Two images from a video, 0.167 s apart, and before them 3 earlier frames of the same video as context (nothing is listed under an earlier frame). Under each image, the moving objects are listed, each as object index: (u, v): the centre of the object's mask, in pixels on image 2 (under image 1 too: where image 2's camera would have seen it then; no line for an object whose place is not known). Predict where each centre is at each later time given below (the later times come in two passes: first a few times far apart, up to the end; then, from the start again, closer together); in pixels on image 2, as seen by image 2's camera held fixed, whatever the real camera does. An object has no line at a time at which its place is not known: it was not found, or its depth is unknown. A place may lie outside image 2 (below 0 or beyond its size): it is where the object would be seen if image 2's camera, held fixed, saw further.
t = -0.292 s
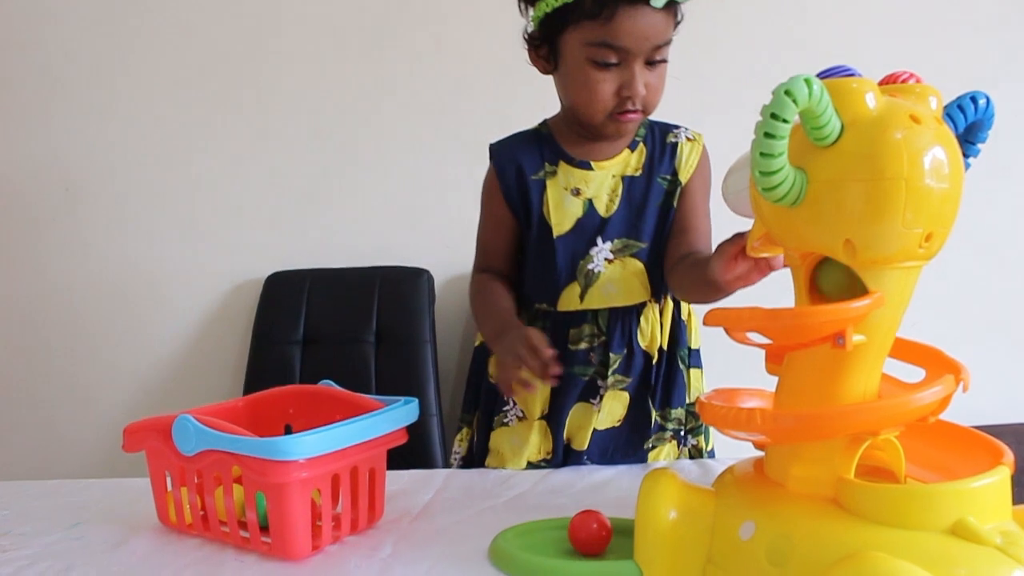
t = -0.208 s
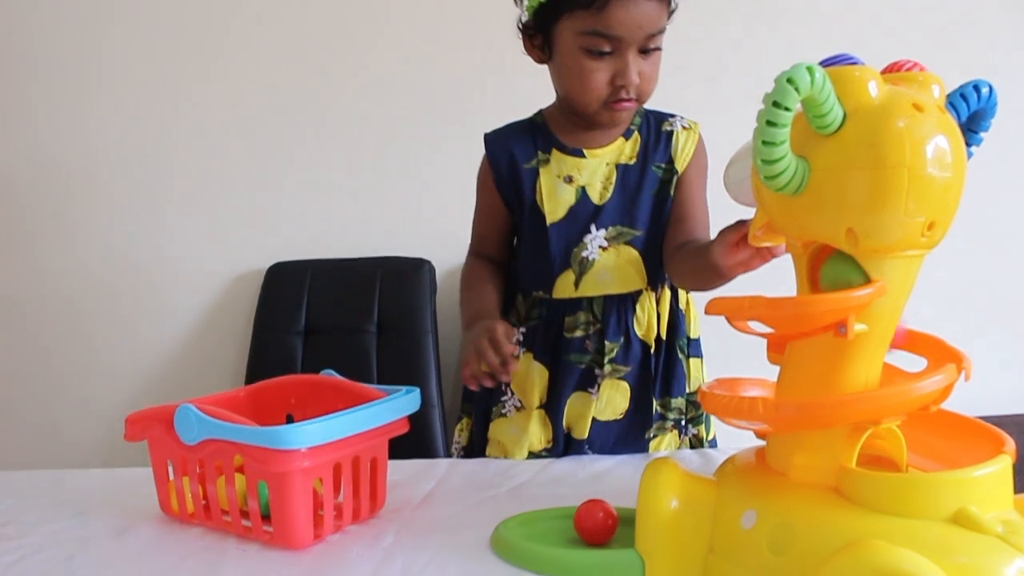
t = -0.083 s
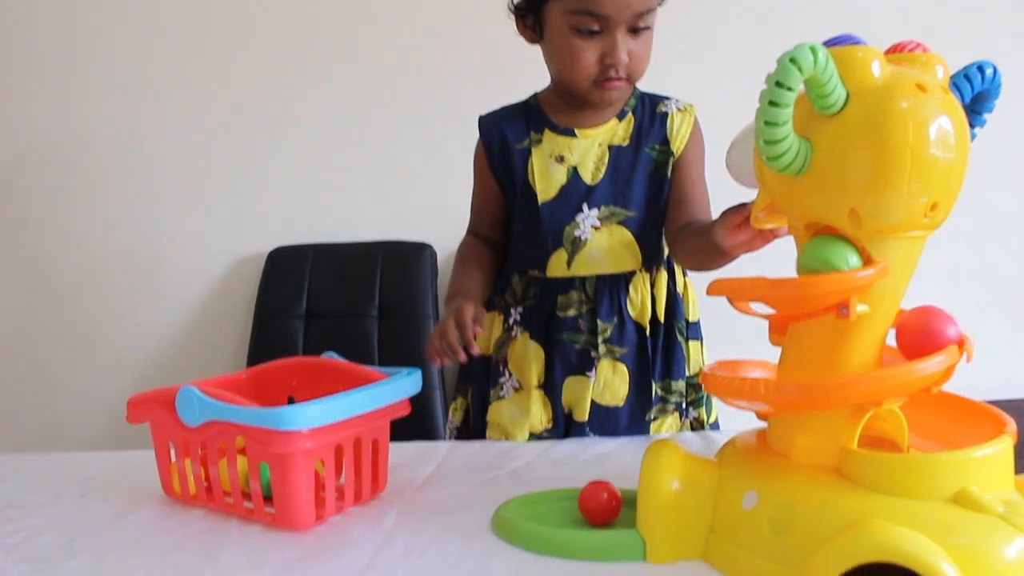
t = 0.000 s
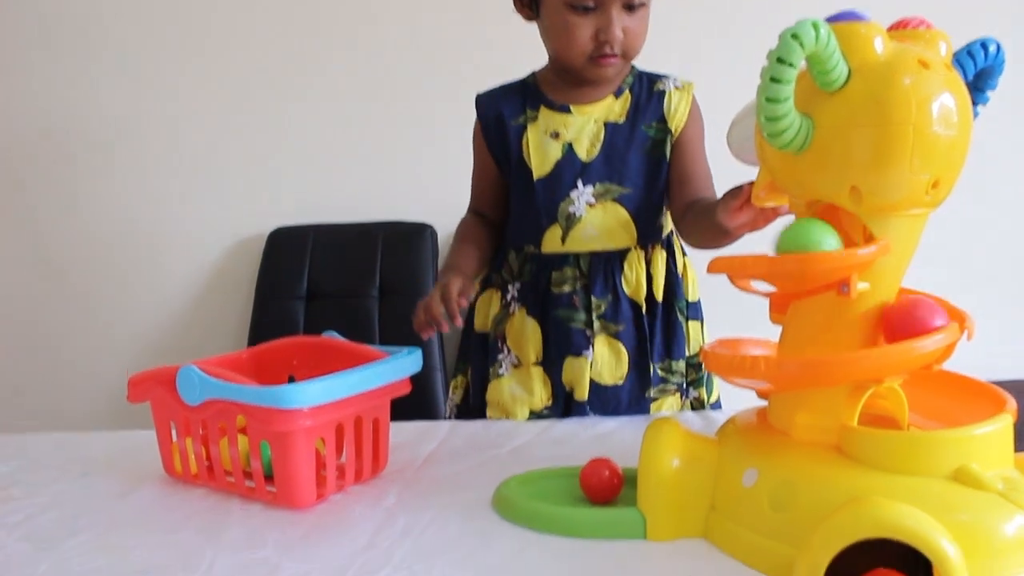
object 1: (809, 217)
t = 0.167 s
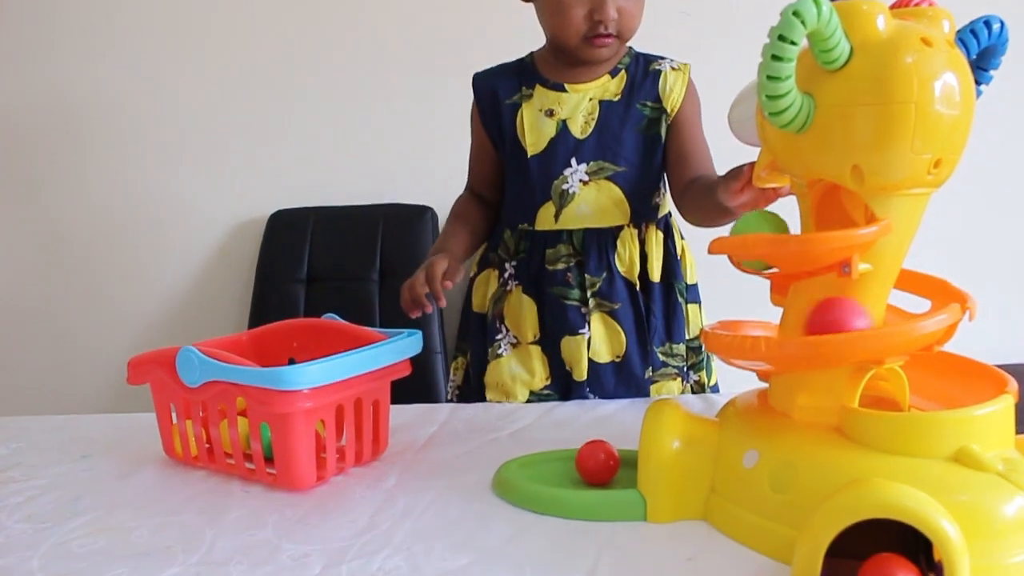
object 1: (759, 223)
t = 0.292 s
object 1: (768, 226)
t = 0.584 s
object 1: (924, 286)
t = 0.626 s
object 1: (930, 290)
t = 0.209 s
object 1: (757, 224)
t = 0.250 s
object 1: (761, 225)
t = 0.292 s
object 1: (768, 226)
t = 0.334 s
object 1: (778, 227)
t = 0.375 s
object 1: (789, 227)
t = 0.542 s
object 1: (907, 278)
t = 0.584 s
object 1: (924, 286)
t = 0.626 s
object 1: (930, 290)
